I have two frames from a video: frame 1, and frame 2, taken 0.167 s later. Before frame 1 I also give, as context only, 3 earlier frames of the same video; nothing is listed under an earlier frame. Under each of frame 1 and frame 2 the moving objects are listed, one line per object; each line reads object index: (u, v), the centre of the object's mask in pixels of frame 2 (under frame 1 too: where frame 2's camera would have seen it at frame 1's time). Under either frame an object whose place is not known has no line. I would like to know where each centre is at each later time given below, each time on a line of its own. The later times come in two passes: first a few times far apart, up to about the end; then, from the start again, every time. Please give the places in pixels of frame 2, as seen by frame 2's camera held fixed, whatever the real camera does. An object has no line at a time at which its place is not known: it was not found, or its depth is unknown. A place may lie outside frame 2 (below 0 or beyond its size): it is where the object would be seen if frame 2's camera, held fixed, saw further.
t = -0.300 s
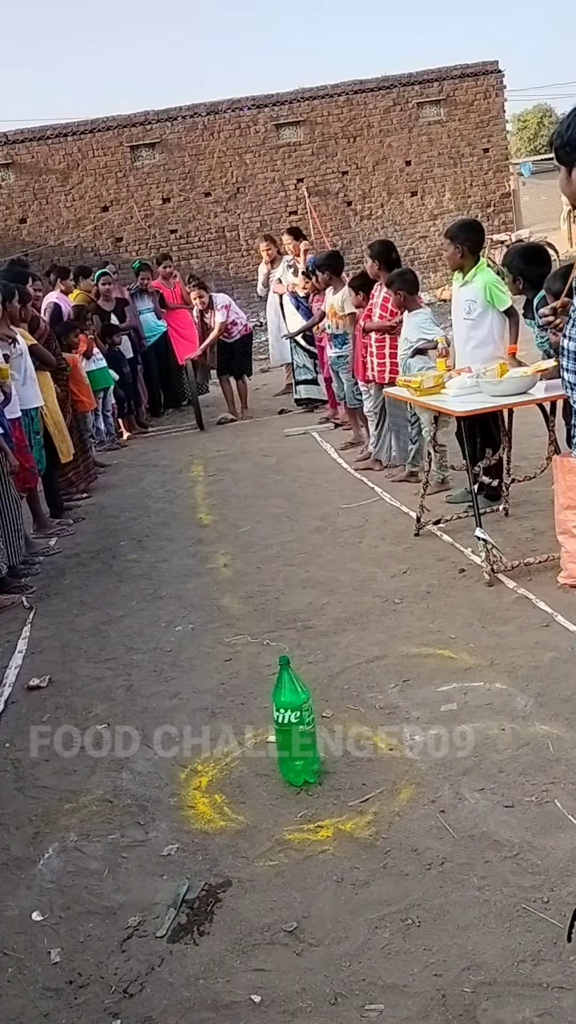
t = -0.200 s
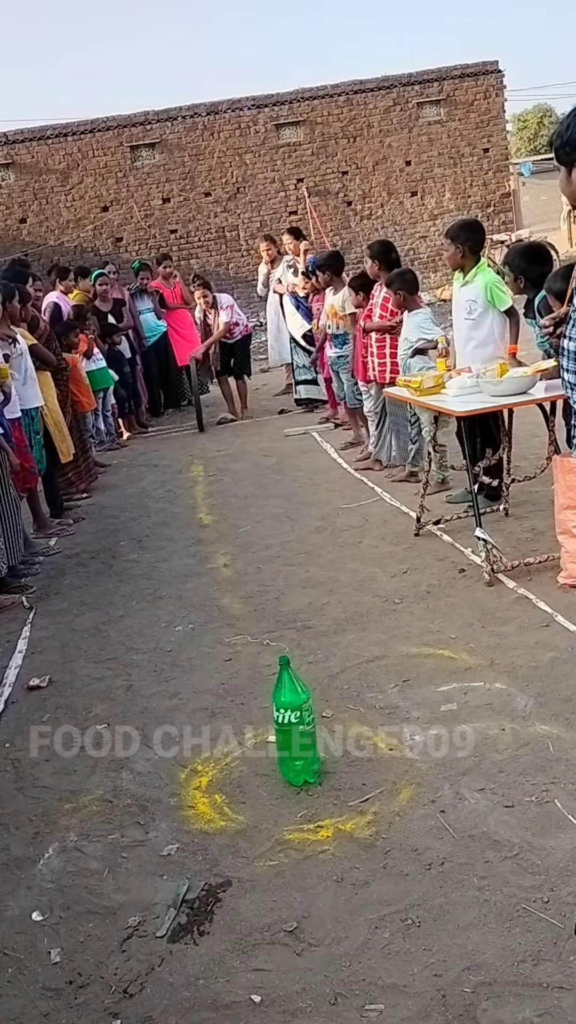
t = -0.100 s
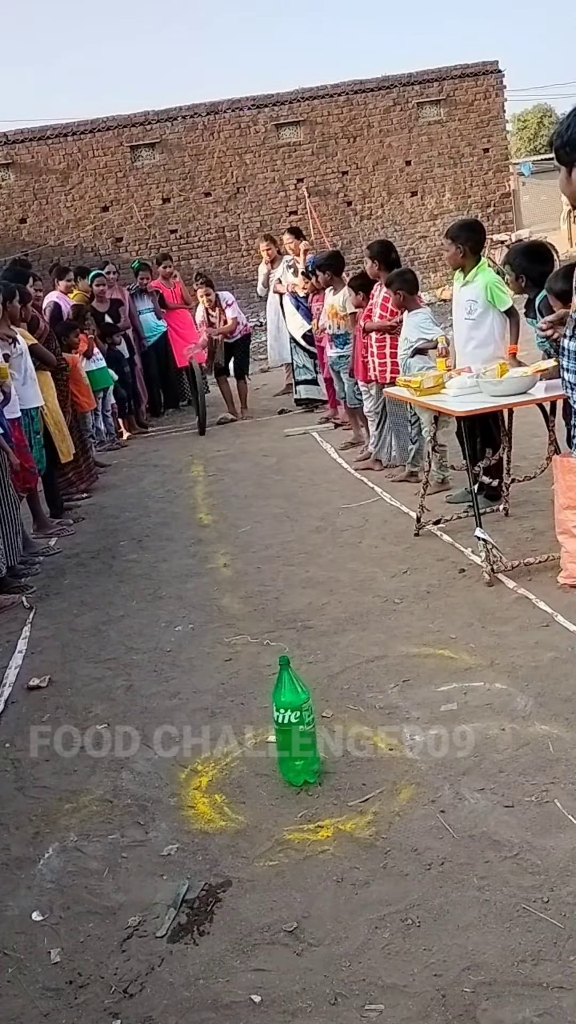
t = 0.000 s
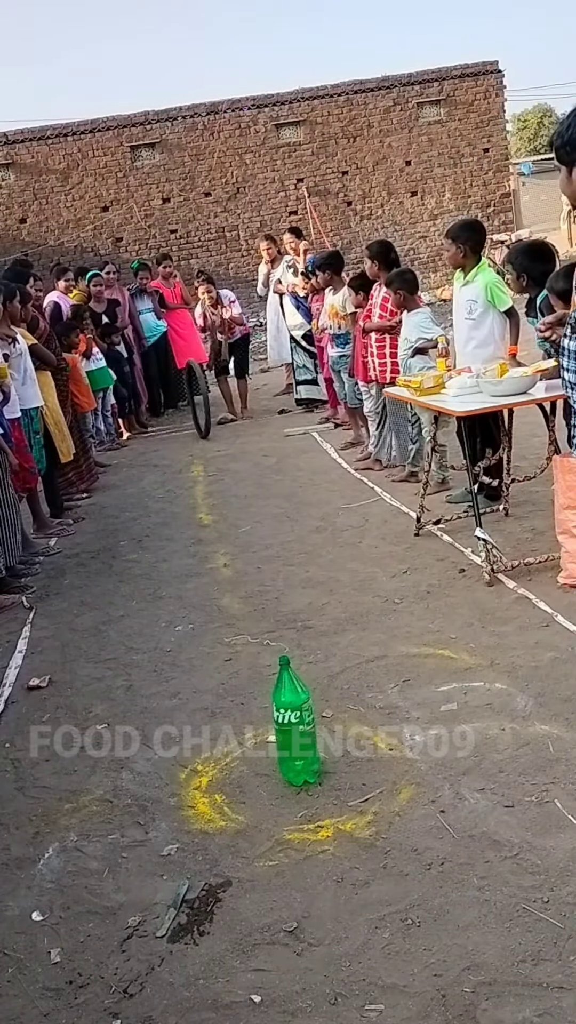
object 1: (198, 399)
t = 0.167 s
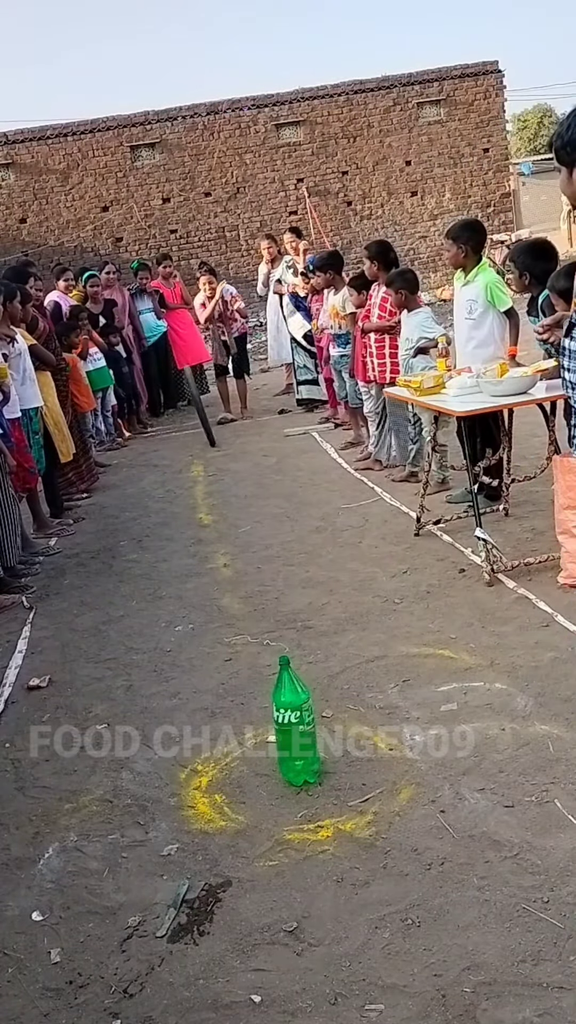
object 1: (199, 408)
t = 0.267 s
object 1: (200, 411)
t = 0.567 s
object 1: (206, 425)
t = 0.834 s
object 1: (208, 440)
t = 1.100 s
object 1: (210, 458)
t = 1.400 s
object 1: (213, 480)
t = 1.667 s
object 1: (212, 506)
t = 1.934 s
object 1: (212, 537)
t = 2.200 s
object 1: (209, 578)
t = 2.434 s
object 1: (203, 623)
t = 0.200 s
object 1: (200, 410)
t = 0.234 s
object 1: (200, 410)
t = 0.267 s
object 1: (200, 411)
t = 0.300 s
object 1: (201, 409)
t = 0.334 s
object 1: (202, 412)
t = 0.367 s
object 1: (202, 414)
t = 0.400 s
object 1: (203, 415)
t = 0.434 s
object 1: (203, 417)
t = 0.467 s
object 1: (204, 420)
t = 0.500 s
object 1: (205, 421)
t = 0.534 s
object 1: (206, 423)
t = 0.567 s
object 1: (206, 425)
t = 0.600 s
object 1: (206, 427)
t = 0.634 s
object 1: (206, 429)
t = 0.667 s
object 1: (207, 431)
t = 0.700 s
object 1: (207, 433)
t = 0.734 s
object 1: (207, 434)
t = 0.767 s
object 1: (207, 434)
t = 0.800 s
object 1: (207, 436)
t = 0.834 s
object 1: (208, 440)
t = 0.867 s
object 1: (208, 444)
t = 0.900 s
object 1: (209, 445)
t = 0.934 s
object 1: (209, 447)
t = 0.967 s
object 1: (209, 449)
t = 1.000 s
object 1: (209, 451)
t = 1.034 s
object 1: (209, 451)
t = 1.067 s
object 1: (210, 454)
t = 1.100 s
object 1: (210, 458)
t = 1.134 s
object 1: (211, 459)
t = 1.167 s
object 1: (211, 461)
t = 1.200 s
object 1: (213, 467)
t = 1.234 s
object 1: (213, 469)
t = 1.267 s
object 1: (214, 470)
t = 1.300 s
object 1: (213, 470)
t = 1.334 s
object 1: (213, 473)
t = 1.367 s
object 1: (213, 477)
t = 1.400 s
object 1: (213, 480)
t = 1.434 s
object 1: (214, 485)
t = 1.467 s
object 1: (214, 490)
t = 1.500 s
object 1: (214, 492)
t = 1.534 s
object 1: (213, 493)
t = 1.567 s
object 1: (213, 496)
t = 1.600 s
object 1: (212, 500)
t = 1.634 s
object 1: (212, 503)
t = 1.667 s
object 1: (212, 506)
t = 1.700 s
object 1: (212, 511)
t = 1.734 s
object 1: (213, 515)
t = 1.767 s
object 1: (212, 517)
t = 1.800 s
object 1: (212, 522)
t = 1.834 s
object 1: (212, 527)
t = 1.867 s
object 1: (212, 531)
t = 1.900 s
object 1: (212, 533)
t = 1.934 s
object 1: (212, 537)
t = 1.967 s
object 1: (212, 542)
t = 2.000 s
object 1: (212, 547)
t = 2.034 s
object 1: (212, 552)
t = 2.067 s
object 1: (212, 557)
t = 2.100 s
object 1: (212, 563)
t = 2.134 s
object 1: (211, 568)
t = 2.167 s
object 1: (211, 573)
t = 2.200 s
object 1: (209, 578)
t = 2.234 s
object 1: (208, 583)
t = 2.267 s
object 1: (207, 591)
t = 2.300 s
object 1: (207, 598)
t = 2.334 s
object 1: (206, 602)
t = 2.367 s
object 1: (205, 609)
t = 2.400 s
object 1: (204, 618)
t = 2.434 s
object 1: (203, 623)
